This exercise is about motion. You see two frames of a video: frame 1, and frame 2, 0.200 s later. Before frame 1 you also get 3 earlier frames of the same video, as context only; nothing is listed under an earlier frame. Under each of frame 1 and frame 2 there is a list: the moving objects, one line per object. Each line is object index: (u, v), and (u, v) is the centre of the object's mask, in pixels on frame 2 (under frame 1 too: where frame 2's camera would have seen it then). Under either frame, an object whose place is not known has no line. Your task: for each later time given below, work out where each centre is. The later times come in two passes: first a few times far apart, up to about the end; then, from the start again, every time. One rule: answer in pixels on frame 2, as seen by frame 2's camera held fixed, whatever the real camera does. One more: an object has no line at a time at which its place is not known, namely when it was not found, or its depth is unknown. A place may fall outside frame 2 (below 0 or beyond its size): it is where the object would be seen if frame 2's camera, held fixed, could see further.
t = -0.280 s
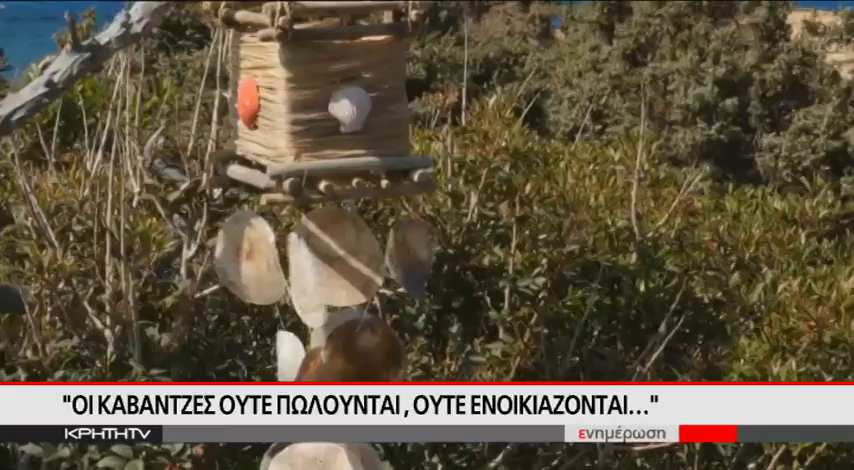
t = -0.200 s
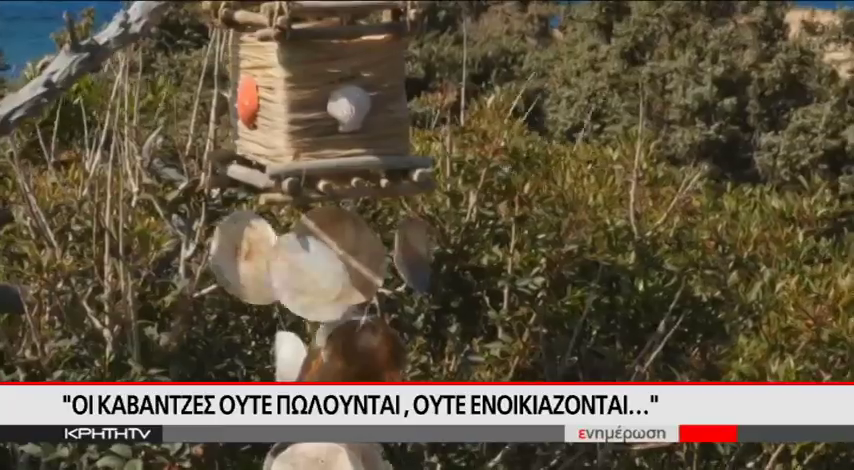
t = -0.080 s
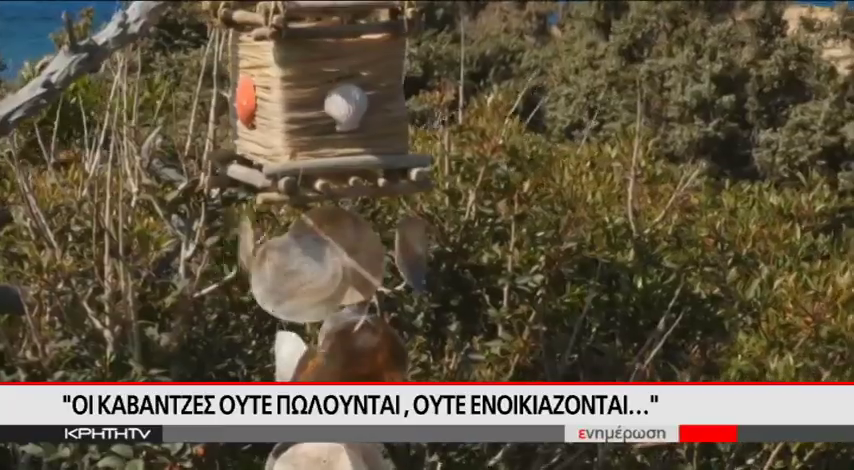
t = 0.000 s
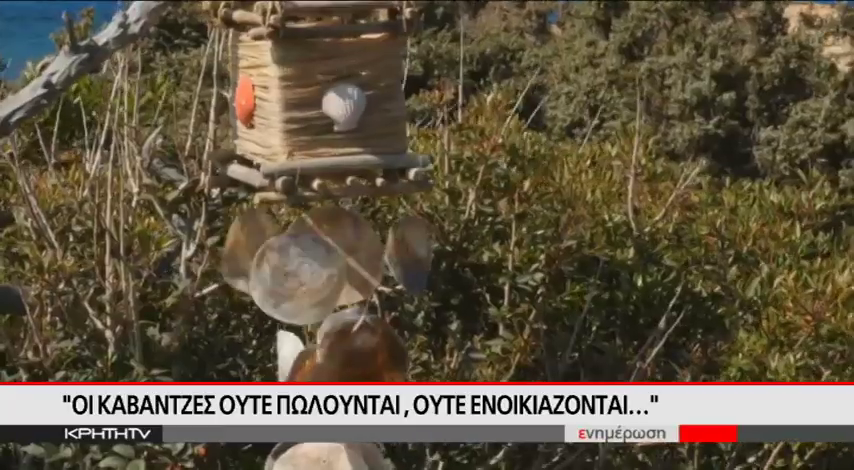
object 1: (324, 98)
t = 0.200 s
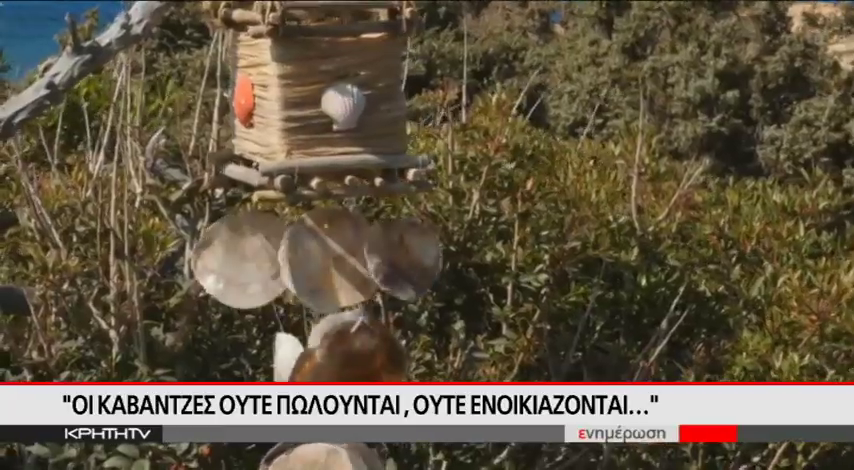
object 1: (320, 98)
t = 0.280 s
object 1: (319, 98)
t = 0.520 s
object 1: (322, 97)
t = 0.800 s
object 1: (331, 93)
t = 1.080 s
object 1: (329, 92)
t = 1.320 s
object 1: (321, 90)
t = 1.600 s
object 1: (323, 90)
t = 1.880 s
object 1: (337, 90)
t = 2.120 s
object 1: (327, 91)
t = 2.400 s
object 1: (315, 90)
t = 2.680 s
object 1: (323, 91)
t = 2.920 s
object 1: (328, 90)
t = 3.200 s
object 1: (326, 90)
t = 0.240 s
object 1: (319, 98)
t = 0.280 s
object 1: (319, 98)
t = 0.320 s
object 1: (319, 98)
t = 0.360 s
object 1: (319, 98)
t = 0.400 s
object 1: (319, 98)
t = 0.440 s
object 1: (320, 97)
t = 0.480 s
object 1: (321, 97)
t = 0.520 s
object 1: (322, 97)
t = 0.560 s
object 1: (324, 96)
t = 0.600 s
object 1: (325, 96)
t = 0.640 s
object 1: (326, 96)
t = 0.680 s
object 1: (326, 95)
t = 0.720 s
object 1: (329, 94)
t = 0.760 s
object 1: (330, 94)
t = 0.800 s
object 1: (331, 93)
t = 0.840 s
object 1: (332, 93)
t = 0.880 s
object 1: (331, 93)
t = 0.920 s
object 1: (331, 94)
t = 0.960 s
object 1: (331, 94)
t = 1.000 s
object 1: (331, 92)
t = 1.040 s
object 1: (330, 92)
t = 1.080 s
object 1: (329, 92)
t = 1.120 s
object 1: (327, 92)
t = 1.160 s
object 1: (325, 92)
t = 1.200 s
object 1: (324, 91)
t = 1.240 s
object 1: (323, 91)
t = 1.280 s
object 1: (322, 91)
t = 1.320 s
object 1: (321, 90)
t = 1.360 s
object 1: (320, 91)
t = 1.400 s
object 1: (320, 91)
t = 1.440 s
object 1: (320, 90)
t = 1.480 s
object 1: (321, 91)
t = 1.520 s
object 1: (320, 91)
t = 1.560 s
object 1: (321, 90)
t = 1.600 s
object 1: (323, 90)
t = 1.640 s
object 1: (326, 91)
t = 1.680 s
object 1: (328, 91)
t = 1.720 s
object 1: (329, 91)
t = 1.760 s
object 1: (332, 91)
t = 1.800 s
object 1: (335, 90)
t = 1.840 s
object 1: (336, 90)
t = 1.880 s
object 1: (337, 90)
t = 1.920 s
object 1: (336, 90)
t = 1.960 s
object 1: (335, 90)
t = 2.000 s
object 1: (333, 90)
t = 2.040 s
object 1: (331, 90)
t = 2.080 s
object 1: (329, 90)
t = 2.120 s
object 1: (327, 91)
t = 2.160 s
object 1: (324, 90)
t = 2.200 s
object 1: (321, 90)
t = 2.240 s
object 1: (318, 90)
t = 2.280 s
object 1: (316, 89)
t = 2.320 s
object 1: (316, 89)
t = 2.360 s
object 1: (316, 89)
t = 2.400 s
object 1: (315, 90)
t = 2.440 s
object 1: (316, 90)
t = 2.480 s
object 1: (316, 90)
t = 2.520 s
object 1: (317, 90)
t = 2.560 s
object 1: (317, 90)
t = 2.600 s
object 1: (319, 90)
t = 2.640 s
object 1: (321, 91)
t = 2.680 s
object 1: (323, 91)
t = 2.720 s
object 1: (324, 91)
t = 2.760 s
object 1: (325, 91)
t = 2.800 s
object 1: (327, 90)
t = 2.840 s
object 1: (327, 90)
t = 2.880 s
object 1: (328, 90)
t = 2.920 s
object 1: (328, 90)
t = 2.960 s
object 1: (328, 90)
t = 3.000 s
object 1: (328, 90)
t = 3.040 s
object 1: (328, 90)
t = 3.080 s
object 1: (329, 90)
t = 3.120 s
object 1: (328, 90)
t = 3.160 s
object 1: (327, 90)
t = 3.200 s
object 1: (326, 90)
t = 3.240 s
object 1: (325, 90)
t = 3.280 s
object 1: (324, 90)
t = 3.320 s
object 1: (323, 90)
